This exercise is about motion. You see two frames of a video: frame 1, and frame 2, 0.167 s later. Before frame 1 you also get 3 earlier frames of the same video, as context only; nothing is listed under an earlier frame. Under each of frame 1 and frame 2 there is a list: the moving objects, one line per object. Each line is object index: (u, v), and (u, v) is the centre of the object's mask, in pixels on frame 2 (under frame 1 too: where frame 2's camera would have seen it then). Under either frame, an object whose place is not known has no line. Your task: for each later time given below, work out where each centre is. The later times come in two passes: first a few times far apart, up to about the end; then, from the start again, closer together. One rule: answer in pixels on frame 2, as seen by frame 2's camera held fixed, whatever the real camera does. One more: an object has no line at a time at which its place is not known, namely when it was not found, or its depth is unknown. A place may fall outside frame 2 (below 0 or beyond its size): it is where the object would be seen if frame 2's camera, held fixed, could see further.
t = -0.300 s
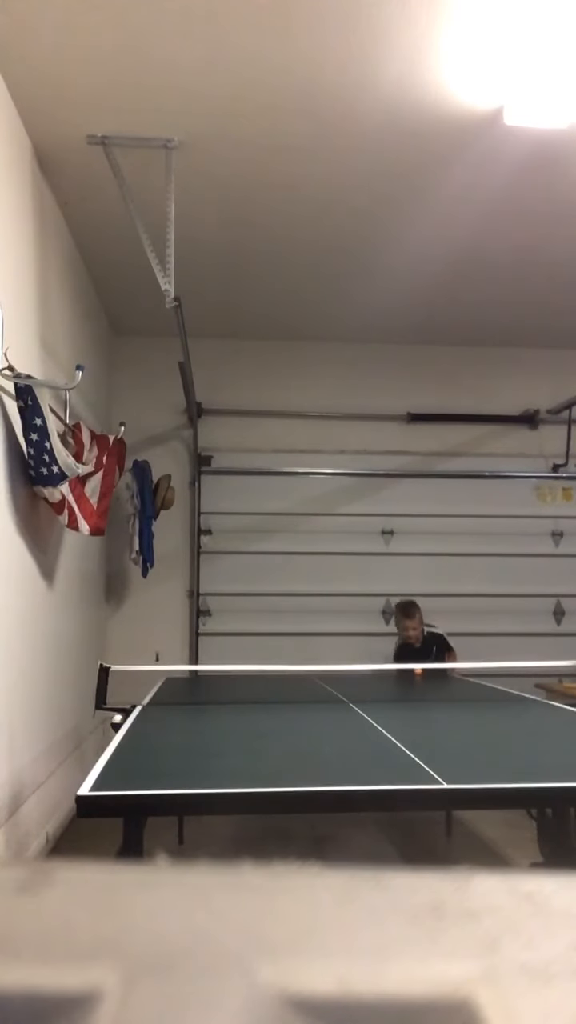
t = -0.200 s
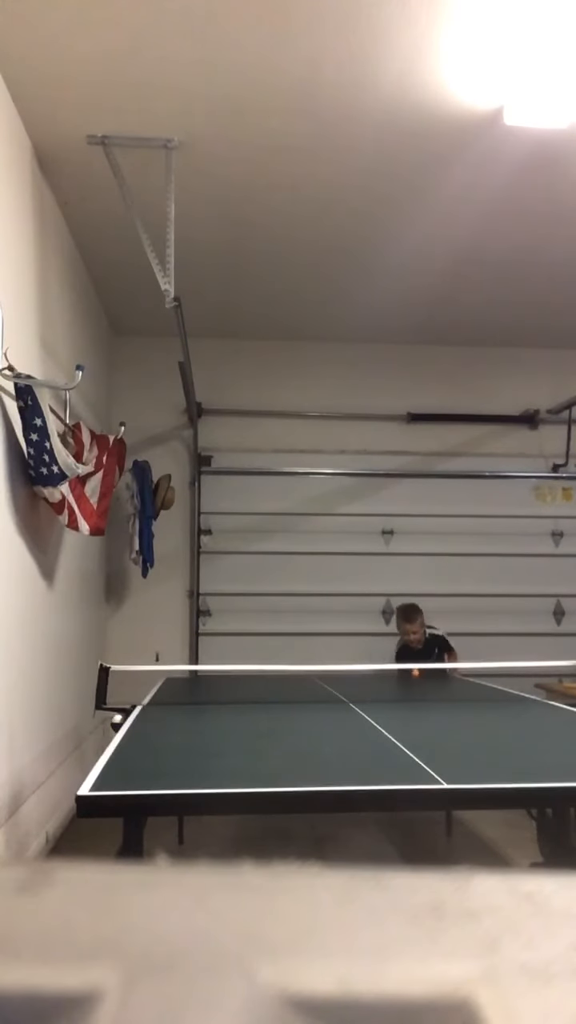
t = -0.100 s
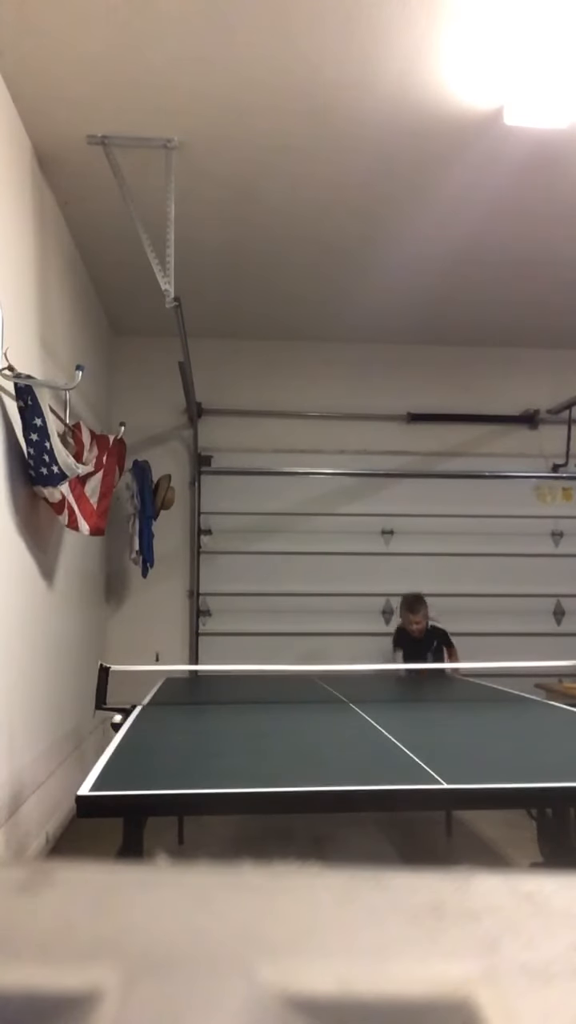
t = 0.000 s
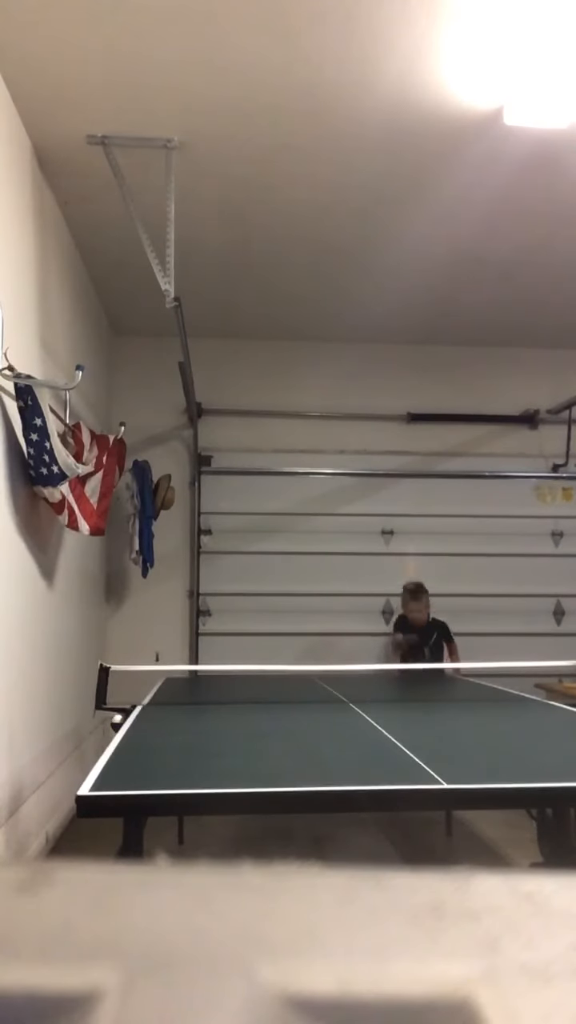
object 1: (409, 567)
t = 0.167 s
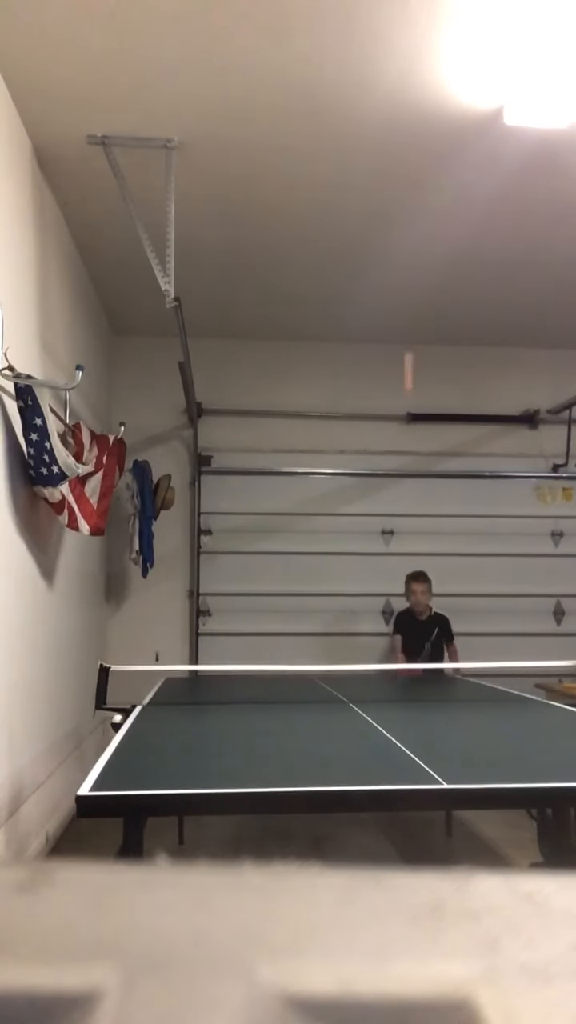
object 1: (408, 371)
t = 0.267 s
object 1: (407, 271)
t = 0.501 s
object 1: (405, 91)
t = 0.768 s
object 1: (401, 36)
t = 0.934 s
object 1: (395, 154)
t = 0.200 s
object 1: (408, 337)
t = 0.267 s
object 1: (407, 271)
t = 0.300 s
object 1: (407, 240)
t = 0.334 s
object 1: (407, 211)
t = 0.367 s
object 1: (407, 184)
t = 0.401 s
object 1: (407, 158)
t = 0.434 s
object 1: (406, 135)
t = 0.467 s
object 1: (405, 111)
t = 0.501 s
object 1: (405, 91)
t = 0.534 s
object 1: (405, 75)
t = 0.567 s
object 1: (405, 60)
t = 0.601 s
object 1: (404, 48)
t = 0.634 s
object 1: (404, 39)
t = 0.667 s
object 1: (403, 32)
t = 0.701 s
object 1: (402, 30)
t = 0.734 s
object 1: (402, 31)
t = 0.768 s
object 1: (401, 36)
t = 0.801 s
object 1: (400, 47)
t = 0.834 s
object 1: (399, 62)
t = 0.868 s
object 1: (397, 86)
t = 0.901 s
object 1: (396, 117)
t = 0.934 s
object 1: (395, 154)
